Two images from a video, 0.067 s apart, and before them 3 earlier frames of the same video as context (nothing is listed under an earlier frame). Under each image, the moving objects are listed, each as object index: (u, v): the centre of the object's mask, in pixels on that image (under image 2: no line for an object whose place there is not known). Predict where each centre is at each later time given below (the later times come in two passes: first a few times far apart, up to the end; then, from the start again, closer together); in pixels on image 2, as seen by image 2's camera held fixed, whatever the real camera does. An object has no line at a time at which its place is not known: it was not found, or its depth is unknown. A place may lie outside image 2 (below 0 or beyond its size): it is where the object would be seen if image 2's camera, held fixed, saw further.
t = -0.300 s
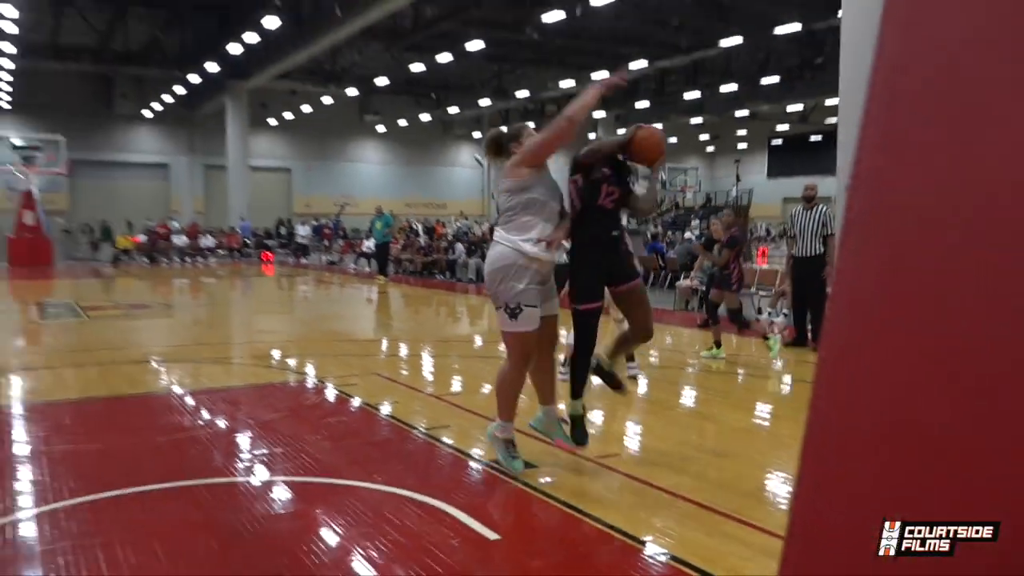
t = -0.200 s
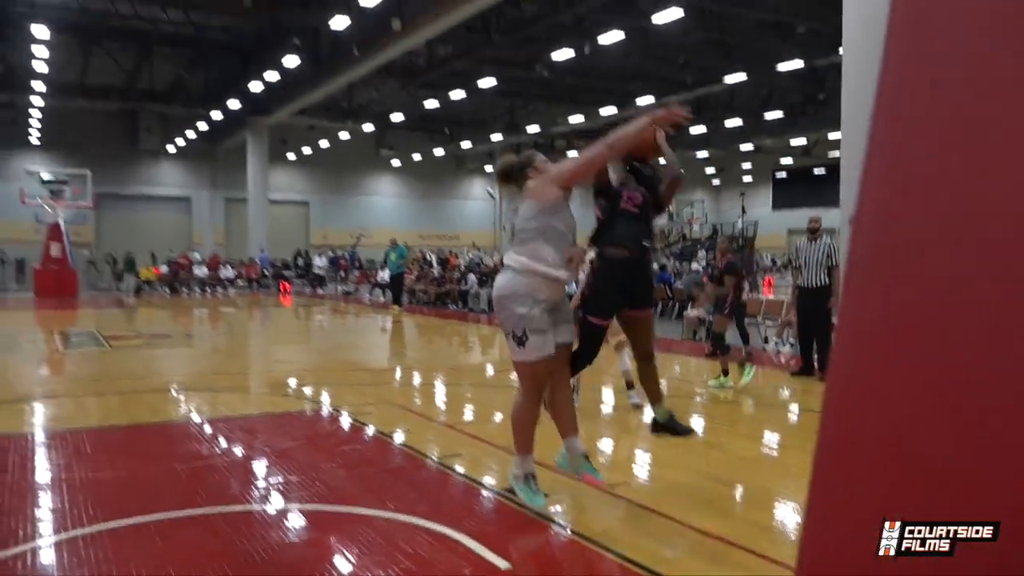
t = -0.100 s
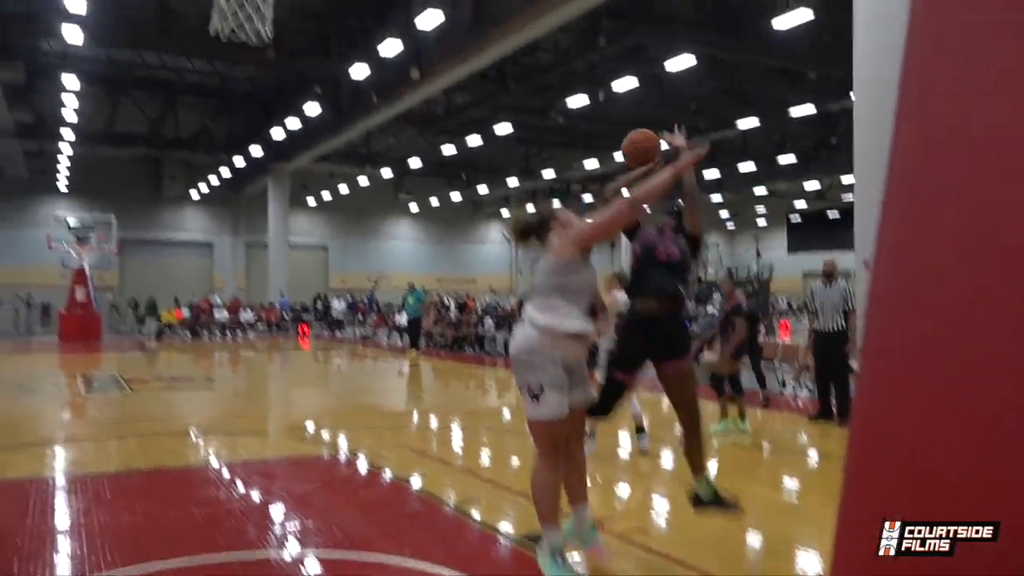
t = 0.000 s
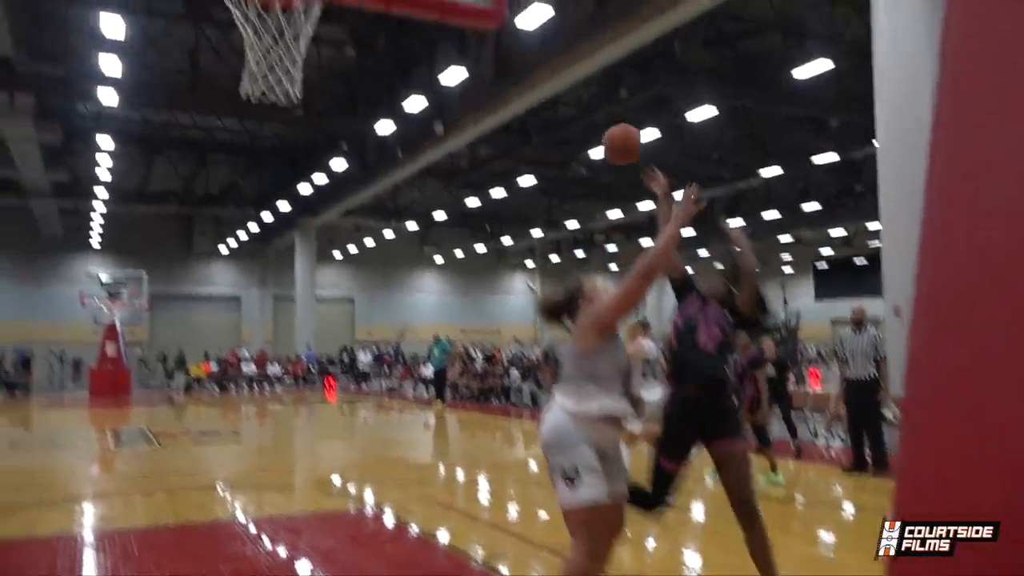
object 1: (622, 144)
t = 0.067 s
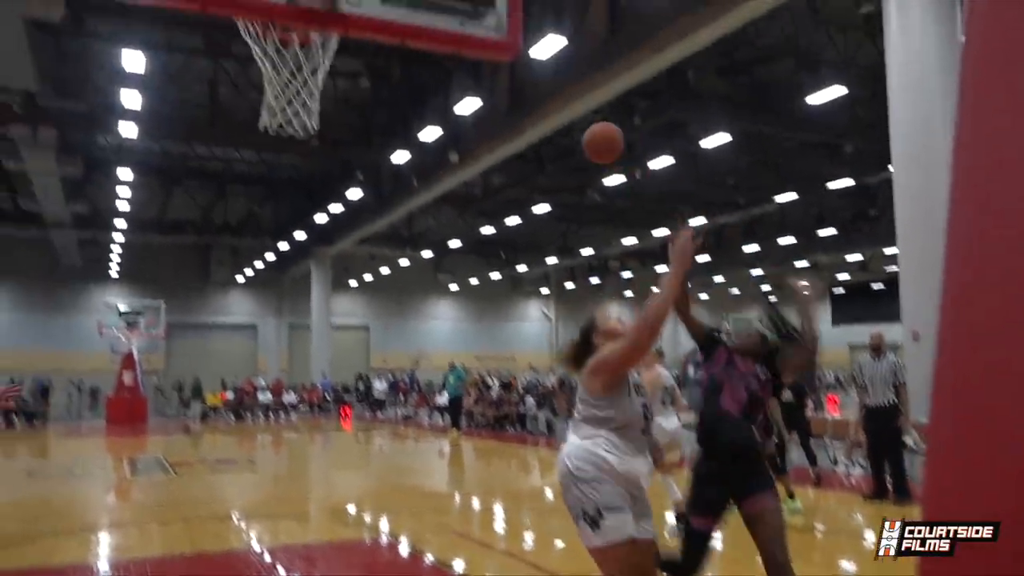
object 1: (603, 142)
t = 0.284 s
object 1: (492, 97)
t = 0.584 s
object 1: (322, 170)
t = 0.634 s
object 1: (290, 200)
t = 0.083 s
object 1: (595, 136)
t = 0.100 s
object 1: (586, 130)
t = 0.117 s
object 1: (577, 125)
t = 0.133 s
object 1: (570, 121)
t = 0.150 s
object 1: (560, 116)
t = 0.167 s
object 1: (552, 112)
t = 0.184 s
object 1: (543, 108)
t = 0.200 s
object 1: (534, 105)
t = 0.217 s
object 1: (525, 103)
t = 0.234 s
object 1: (517, 102)
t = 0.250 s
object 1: (509, 100)
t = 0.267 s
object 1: (501, 99)
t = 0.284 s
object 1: (492, 97)
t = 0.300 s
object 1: (483, 97)
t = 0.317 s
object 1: (474, 97)
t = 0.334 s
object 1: (464, 98)
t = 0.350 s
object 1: (455, 98)
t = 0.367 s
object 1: (446, 99)
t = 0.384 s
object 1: (437, 102)
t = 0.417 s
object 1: (418, 107)
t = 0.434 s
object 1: (409, 111)
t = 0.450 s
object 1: (400, 116)
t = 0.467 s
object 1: (391, 121)
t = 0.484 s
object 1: (381, 126)
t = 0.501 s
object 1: (371, 132)
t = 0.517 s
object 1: (362, 138)
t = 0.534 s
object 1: (352, 145)
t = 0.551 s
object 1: (342, 153)
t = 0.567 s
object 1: (332, 161)
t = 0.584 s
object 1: (322, 170)
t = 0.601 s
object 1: (311, 179)
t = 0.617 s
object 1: (301, 189)
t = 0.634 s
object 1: (290, 200)
